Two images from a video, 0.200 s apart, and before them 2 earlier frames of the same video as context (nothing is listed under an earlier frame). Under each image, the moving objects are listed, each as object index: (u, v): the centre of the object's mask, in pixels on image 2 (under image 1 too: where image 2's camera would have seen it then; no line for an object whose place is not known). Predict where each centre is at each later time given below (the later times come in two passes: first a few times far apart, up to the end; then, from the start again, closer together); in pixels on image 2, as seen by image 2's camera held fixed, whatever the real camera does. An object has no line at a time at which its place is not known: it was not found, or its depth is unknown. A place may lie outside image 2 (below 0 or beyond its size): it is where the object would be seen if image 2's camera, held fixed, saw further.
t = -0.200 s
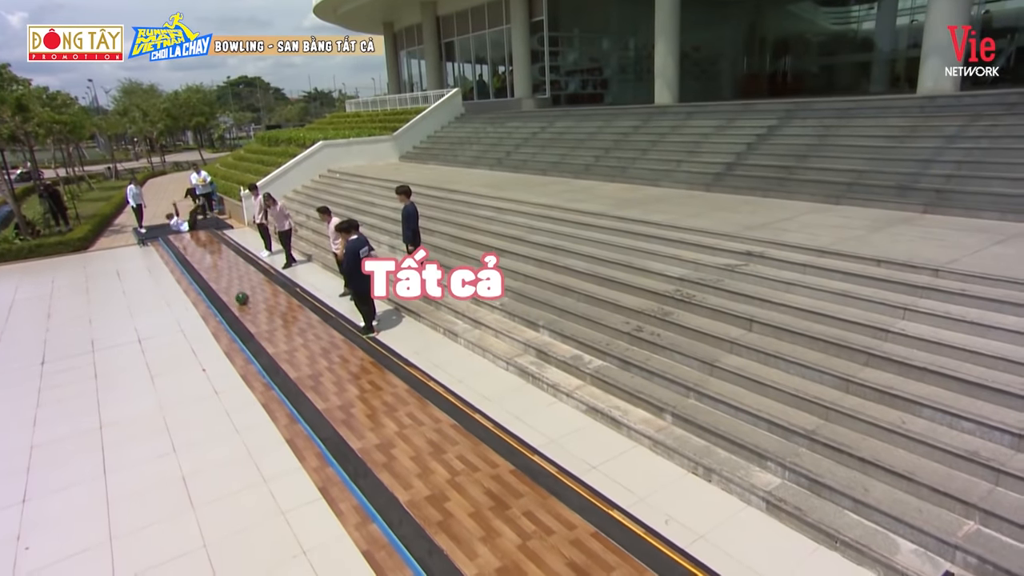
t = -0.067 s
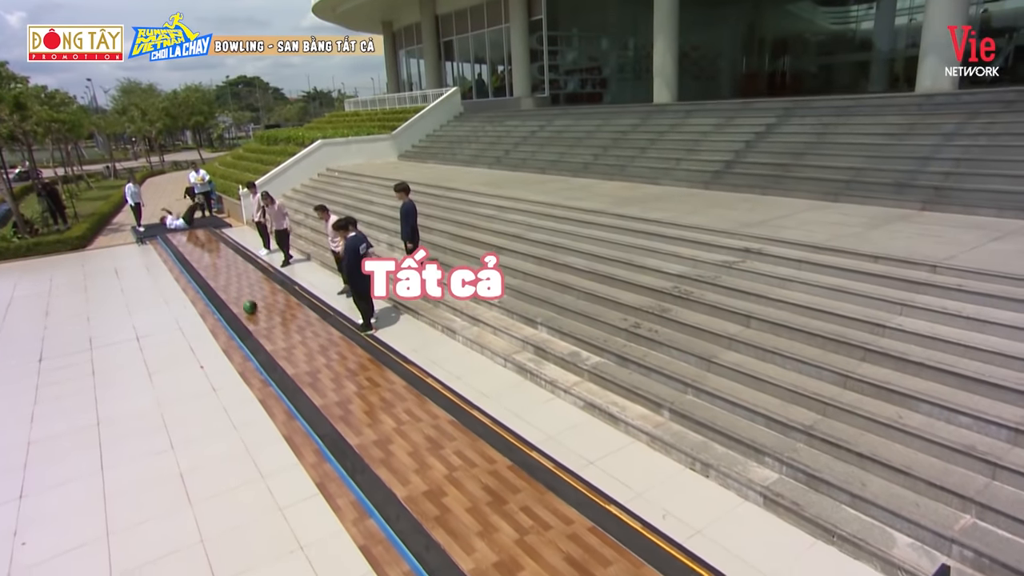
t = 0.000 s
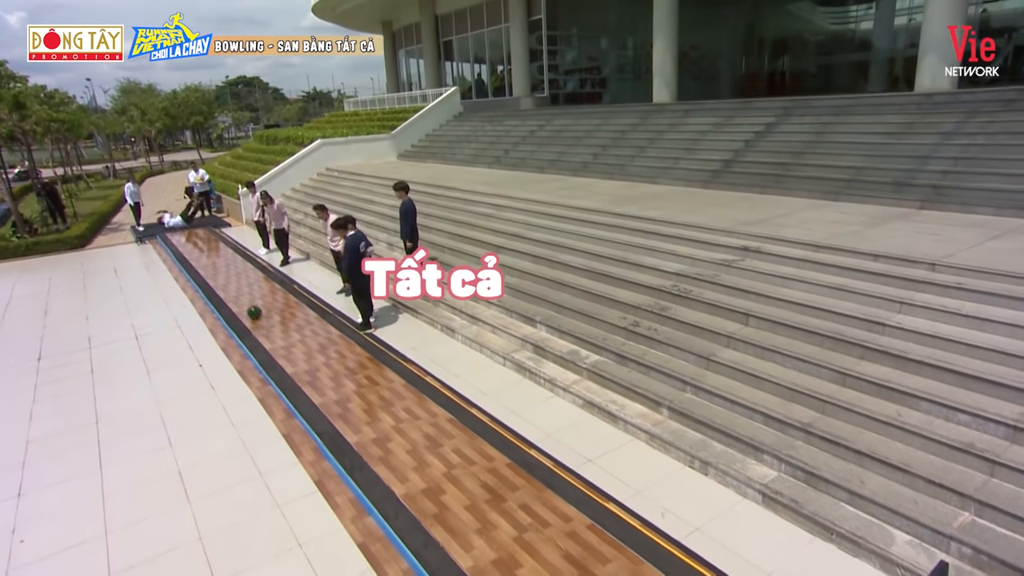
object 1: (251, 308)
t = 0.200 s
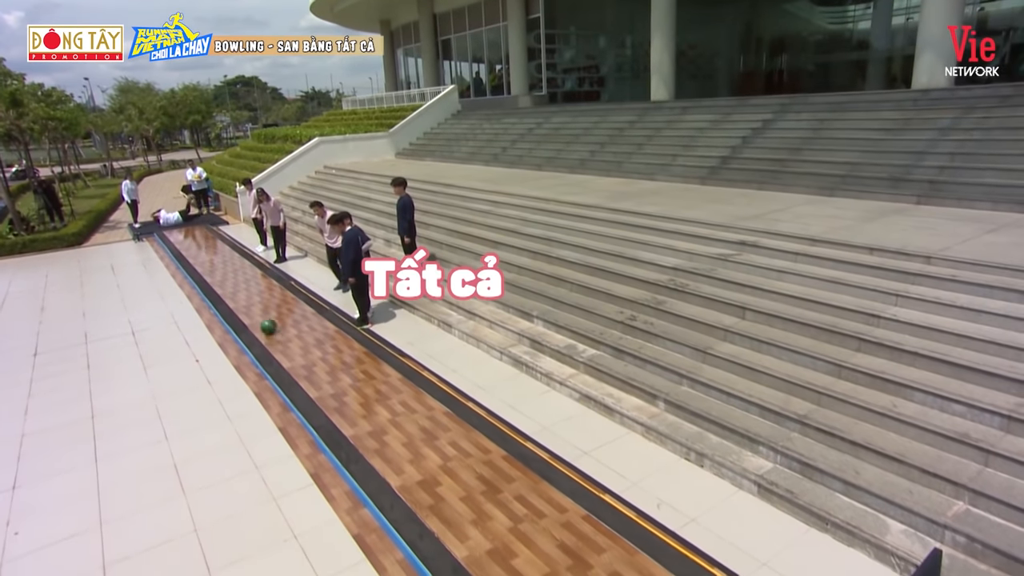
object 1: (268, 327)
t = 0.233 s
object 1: (271, 330)
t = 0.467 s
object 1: (296, 356)
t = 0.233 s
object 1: (271, 330)
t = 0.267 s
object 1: (274, 333)
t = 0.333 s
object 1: (281, 340)
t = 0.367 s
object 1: (285, 344)
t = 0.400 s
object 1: (288, 348)
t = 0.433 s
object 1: (292, 352)
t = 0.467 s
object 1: (296, 356)
